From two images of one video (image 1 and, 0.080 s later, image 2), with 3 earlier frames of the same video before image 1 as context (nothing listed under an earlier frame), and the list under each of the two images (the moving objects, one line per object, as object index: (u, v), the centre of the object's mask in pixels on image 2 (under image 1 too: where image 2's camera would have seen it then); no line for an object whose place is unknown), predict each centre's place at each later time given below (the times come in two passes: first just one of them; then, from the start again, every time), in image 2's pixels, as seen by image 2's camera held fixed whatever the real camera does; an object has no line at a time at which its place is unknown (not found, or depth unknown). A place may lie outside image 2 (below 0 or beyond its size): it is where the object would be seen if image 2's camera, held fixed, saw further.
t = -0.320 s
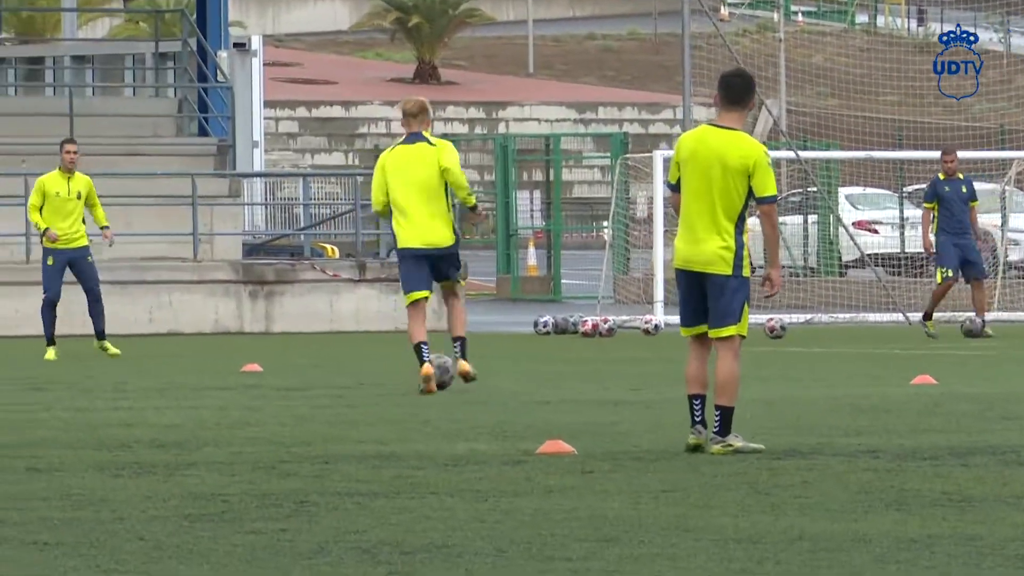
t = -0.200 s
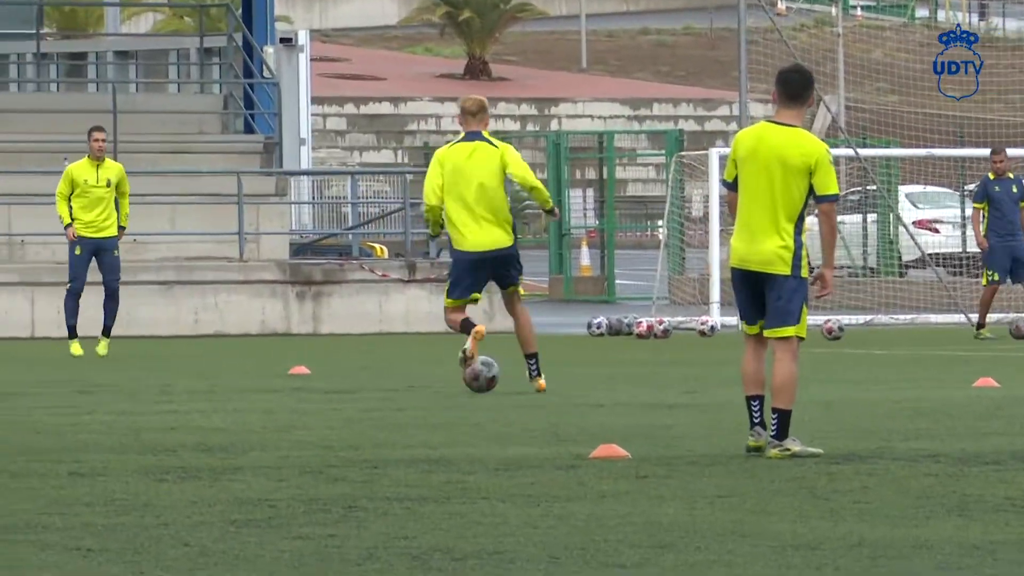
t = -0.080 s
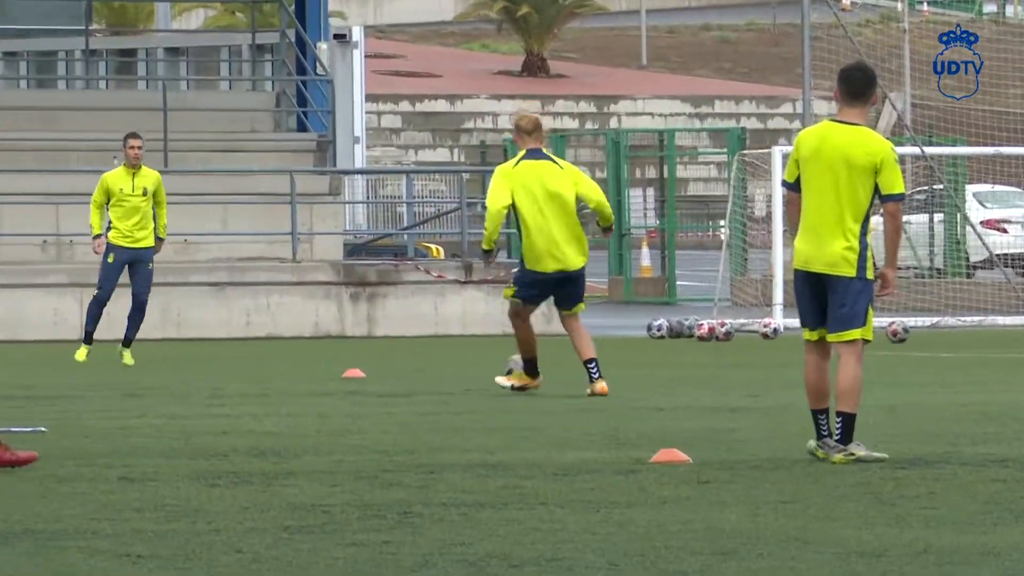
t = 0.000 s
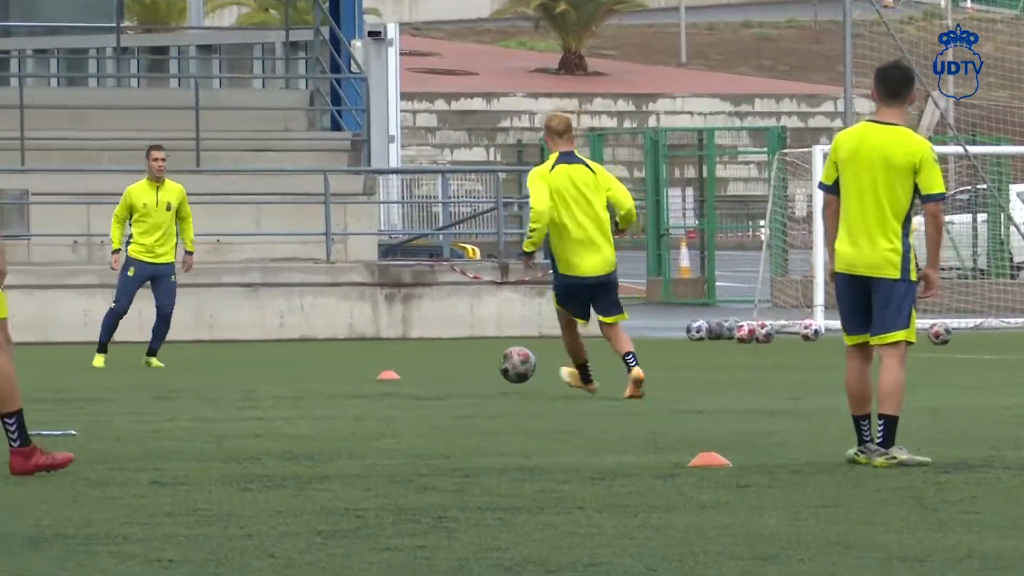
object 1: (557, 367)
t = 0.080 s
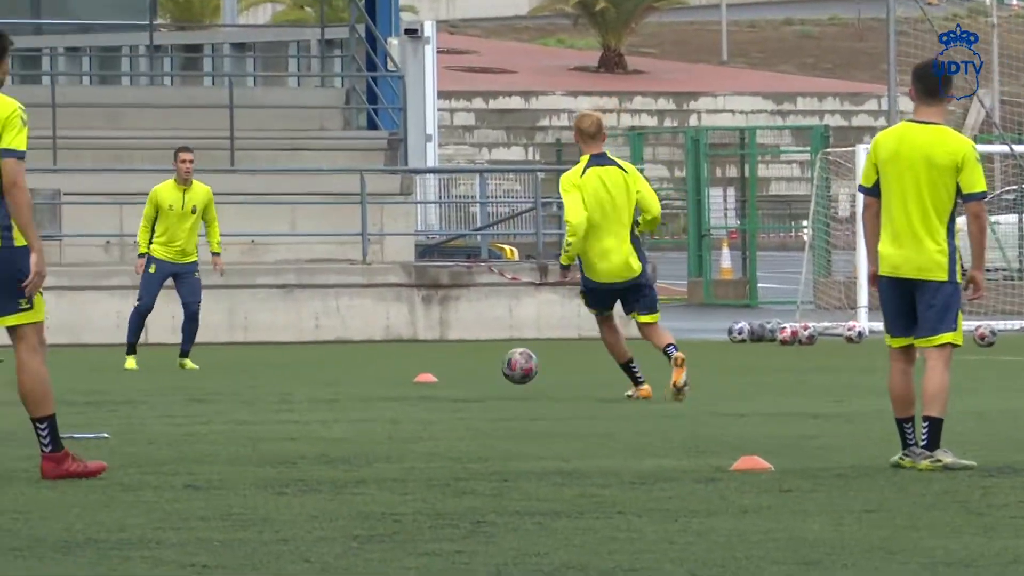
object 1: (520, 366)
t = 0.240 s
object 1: (456, 364)
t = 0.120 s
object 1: (503, 369)
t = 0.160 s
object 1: (486, 373)
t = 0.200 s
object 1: (471, 367)
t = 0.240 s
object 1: (456, 364)
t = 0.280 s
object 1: (441, 364)
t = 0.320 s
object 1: (426, 366)
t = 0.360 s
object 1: (413, 370)
